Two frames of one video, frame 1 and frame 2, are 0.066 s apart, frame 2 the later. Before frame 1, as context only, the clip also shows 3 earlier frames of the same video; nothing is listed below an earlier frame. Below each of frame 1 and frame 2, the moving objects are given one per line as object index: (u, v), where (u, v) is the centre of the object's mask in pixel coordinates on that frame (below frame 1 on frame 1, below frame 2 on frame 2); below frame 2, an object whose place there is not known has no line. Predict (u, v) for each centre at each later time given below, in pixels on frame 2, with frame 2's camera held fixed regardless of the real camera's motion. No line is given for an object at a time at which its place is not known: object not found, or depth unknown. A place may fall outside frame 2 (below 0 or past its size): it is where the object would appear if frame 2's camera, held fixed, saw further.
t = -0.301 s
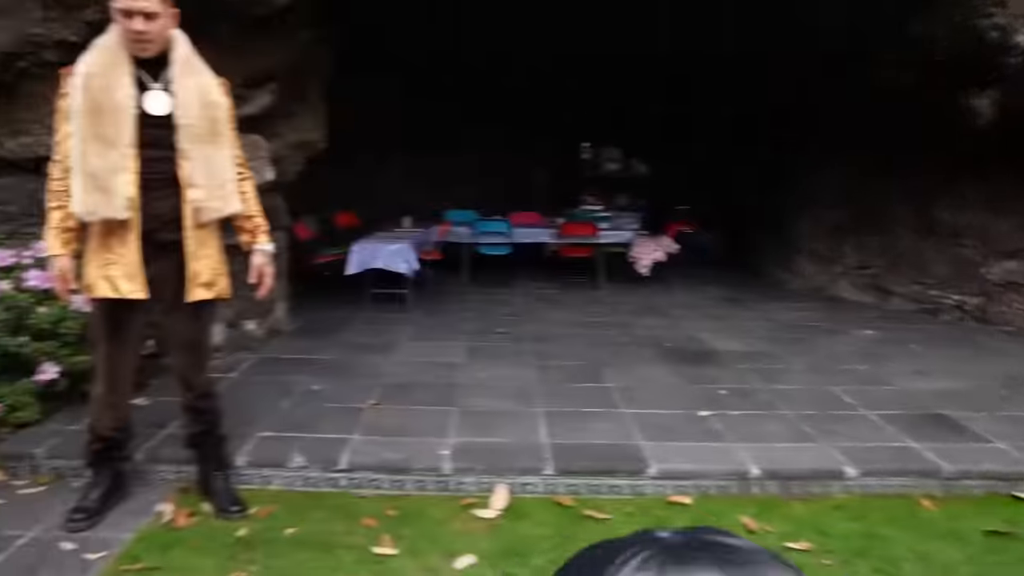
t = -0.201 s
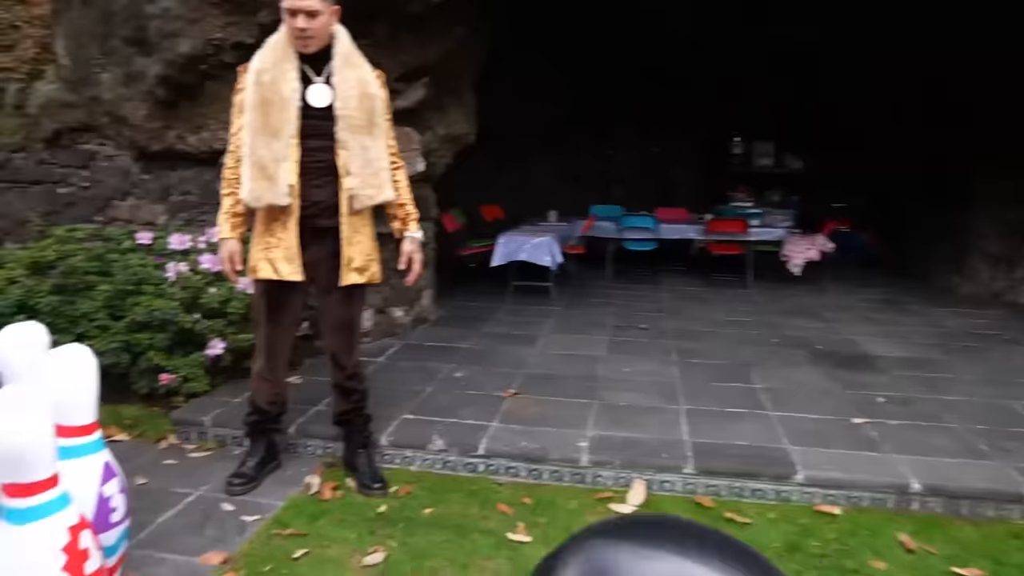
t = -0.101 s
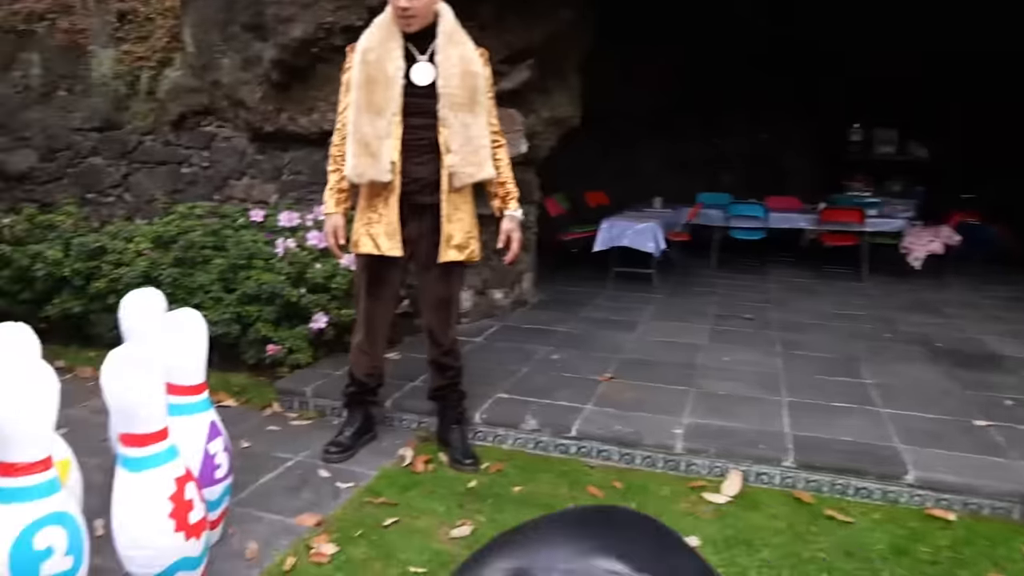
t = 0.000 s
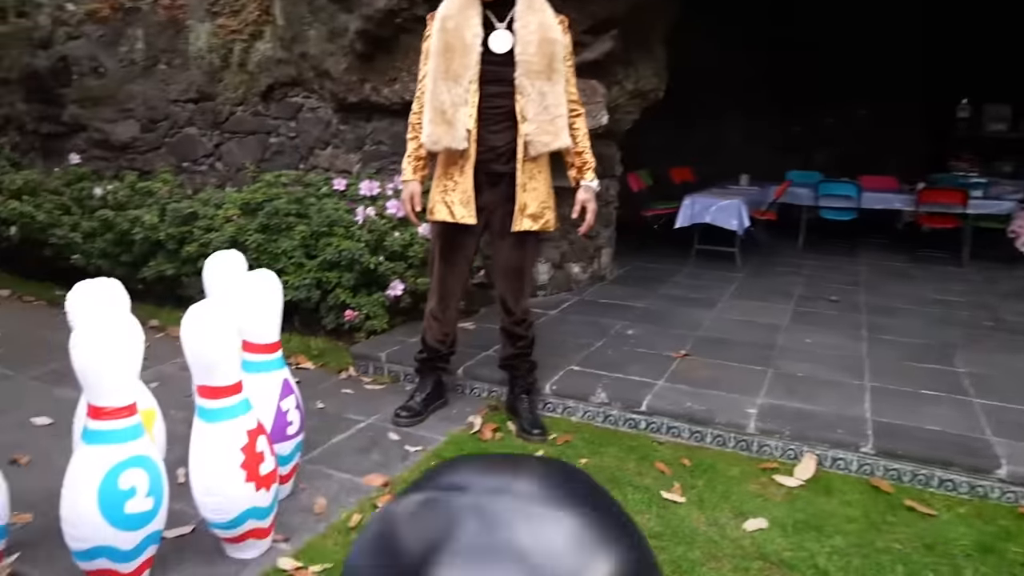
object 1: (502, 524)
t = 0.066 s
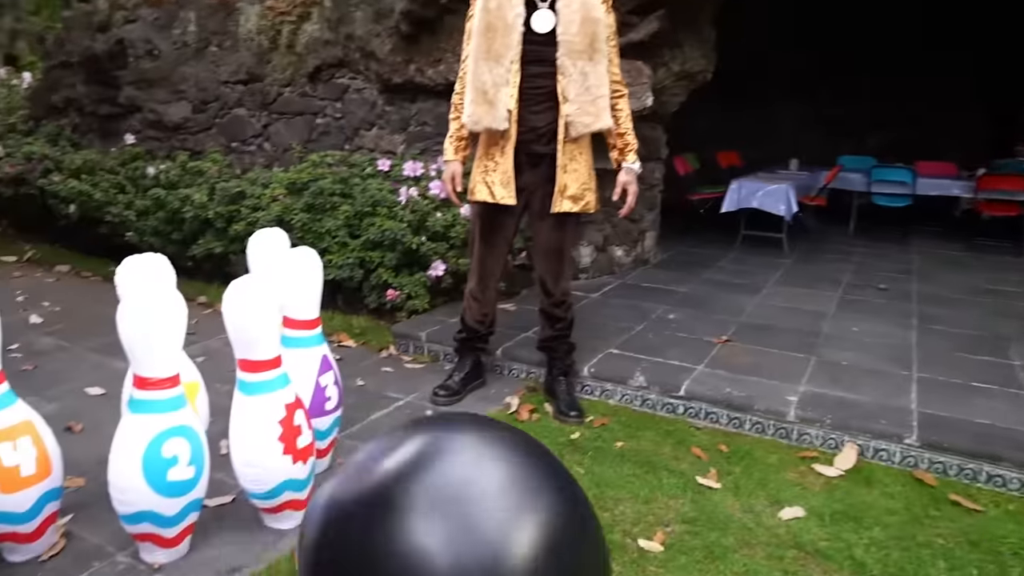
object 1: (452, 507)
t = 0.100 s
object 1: (421, 512)
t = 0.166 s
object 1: (358, 519)
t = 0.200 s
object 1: (334, 522)
